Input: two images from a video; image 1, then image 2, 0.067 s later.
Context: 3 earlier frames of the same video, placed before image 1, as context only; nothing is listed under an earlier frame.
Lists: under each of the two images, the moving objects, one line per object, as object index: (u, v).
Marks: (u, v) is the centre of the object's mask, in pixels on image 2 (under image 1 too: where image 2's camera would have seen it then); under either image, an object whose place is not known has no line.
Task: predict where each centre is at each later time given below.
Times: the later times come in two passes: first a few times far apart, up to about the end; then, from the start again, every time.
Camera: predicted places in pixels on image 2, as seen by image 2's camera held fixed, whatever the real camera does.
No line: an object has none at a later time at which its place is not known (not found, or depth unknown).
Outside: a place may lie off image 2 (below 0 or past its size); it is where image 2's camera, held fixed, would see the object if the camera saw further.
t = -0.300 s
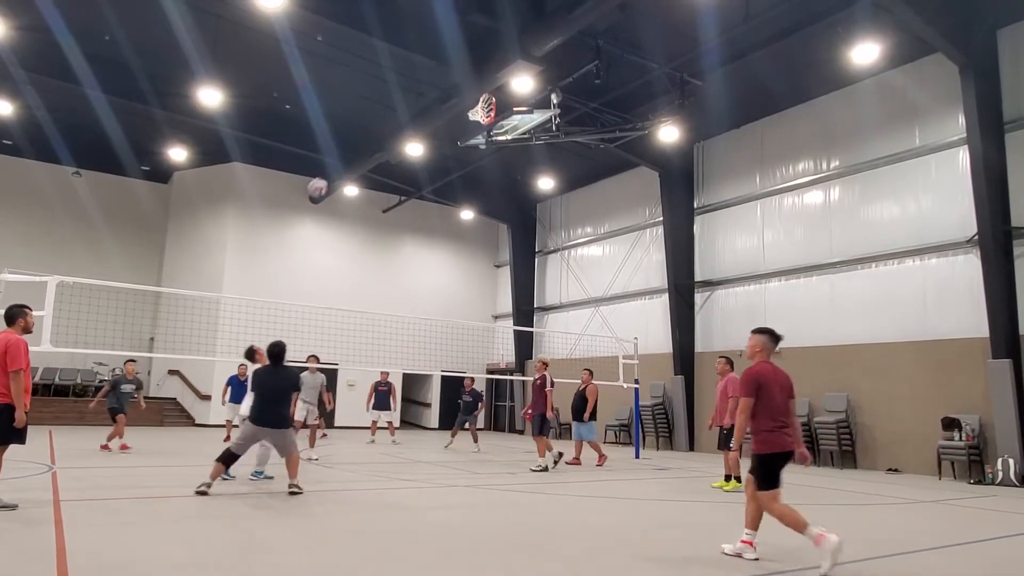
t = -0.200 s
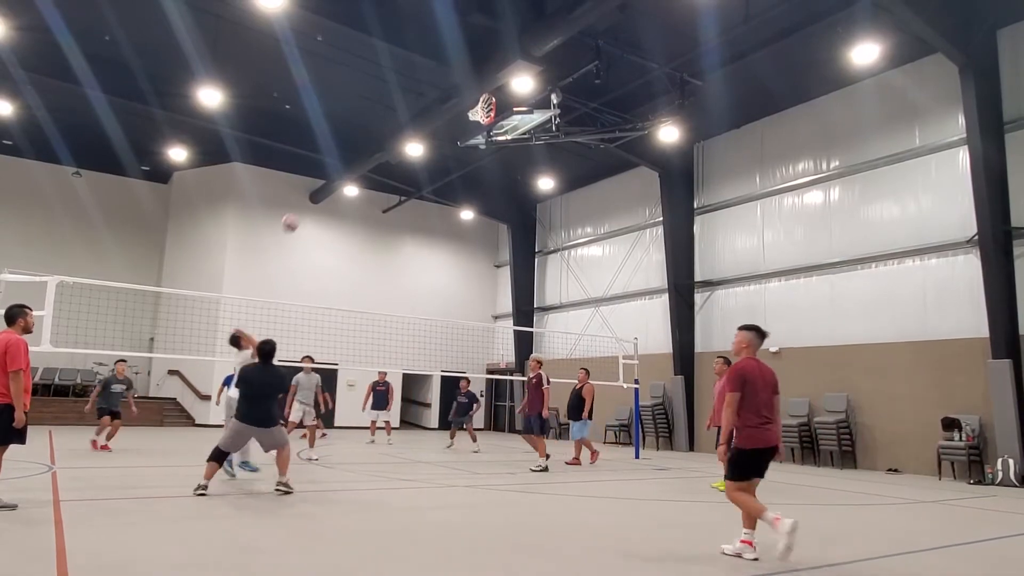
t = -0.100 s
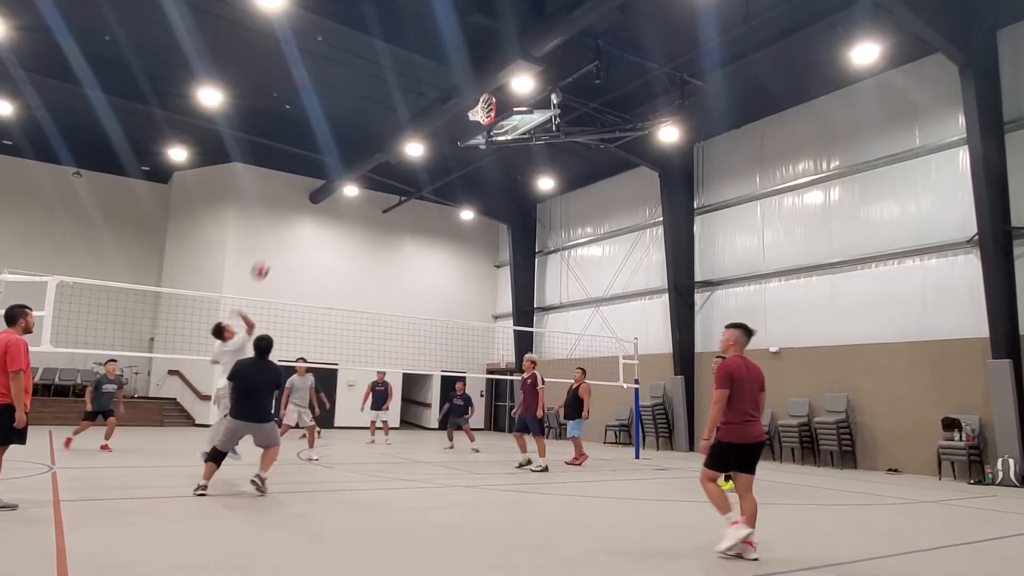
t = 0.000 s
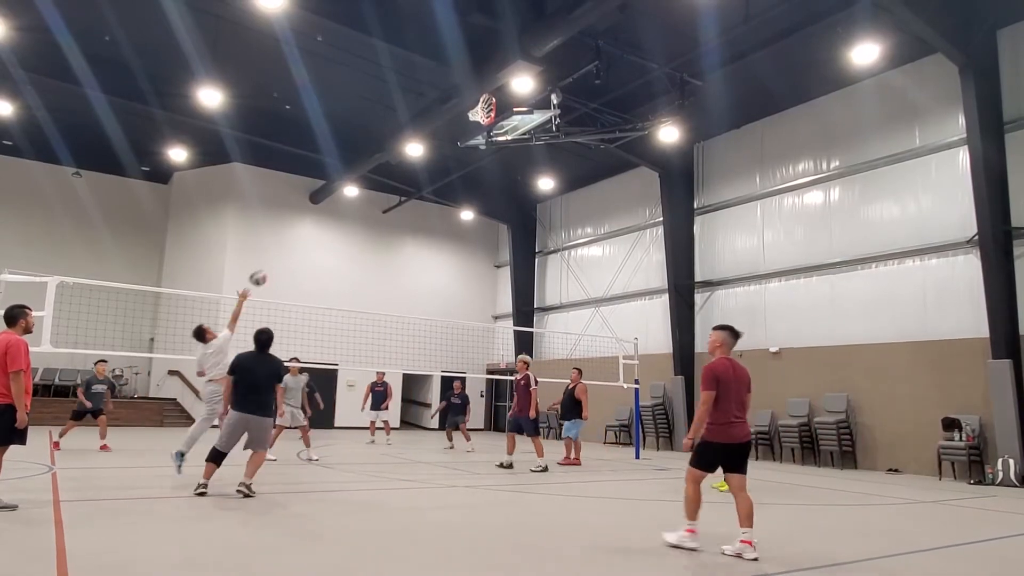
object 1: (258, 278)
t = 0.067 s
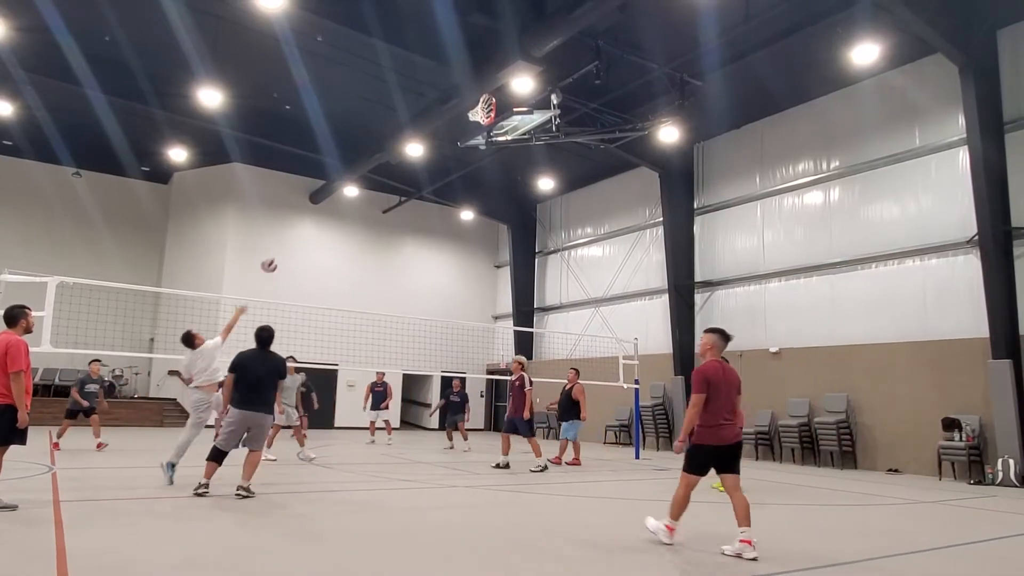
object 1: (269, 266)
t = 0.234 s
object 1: (290, 252)
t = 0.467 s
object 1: (309, 264)
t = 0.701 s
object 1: (320, 301)
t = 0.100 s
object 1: (274, 261)
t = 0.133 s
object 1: (278, 258)
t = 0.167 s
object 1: (282, 255)
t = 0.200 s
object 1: (287, 253)
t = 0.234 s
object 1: (290, 252)
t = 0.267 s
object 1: (294, 252)
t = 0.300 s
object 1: (297, 252)
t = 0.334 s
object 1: (299, 254)
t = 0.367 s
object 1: (302, 255)
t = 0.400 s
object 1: (304, 258)
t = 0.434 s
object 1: (307, 261)
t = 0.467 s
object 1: (309, 264)
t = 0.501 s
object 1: (311, 268)
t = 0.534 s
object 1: (313, 273)
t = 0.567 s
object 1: (315, 277)
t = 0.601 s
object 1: (316, 283)
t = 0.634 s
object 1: (318, 288)
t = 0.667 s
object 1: (319, 294)
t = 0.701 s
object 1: (320, 301)
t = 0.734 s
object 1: (321, 307)
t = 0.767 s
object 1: (322, 315)
